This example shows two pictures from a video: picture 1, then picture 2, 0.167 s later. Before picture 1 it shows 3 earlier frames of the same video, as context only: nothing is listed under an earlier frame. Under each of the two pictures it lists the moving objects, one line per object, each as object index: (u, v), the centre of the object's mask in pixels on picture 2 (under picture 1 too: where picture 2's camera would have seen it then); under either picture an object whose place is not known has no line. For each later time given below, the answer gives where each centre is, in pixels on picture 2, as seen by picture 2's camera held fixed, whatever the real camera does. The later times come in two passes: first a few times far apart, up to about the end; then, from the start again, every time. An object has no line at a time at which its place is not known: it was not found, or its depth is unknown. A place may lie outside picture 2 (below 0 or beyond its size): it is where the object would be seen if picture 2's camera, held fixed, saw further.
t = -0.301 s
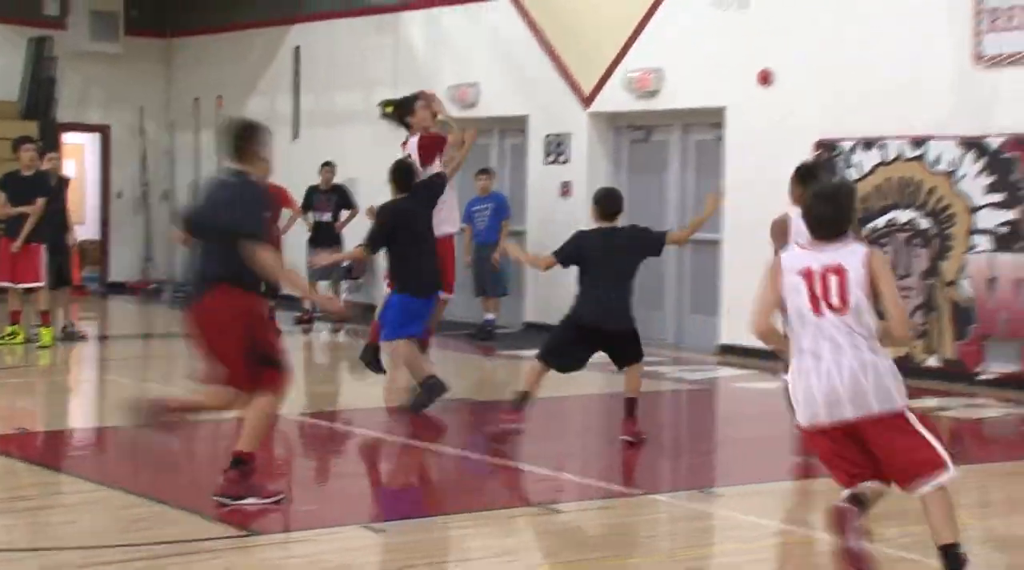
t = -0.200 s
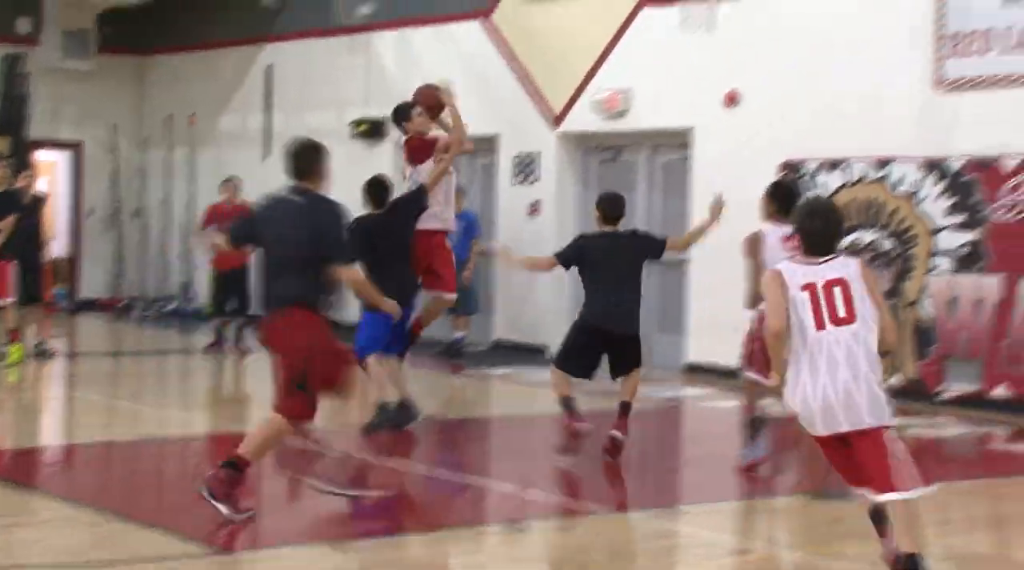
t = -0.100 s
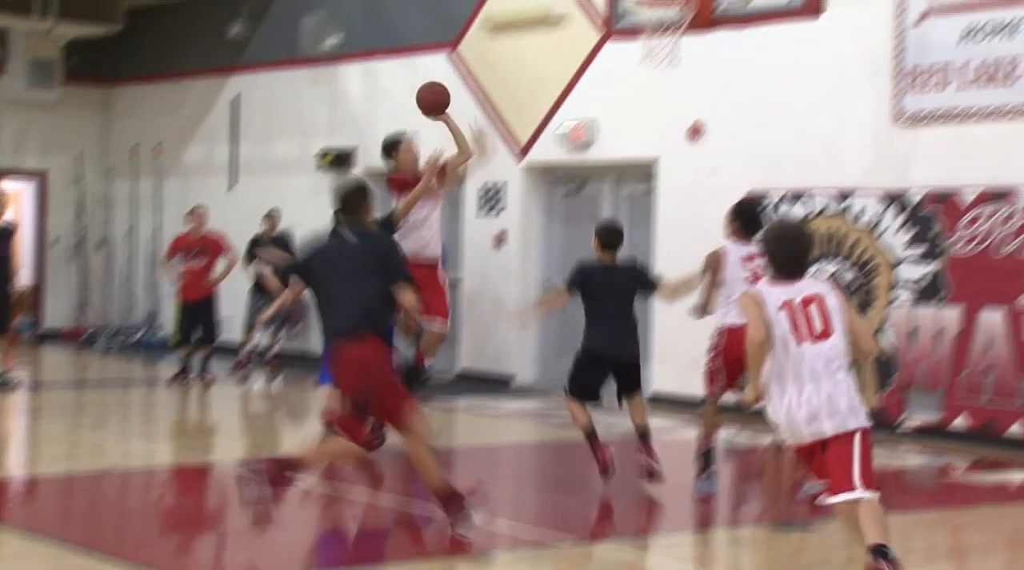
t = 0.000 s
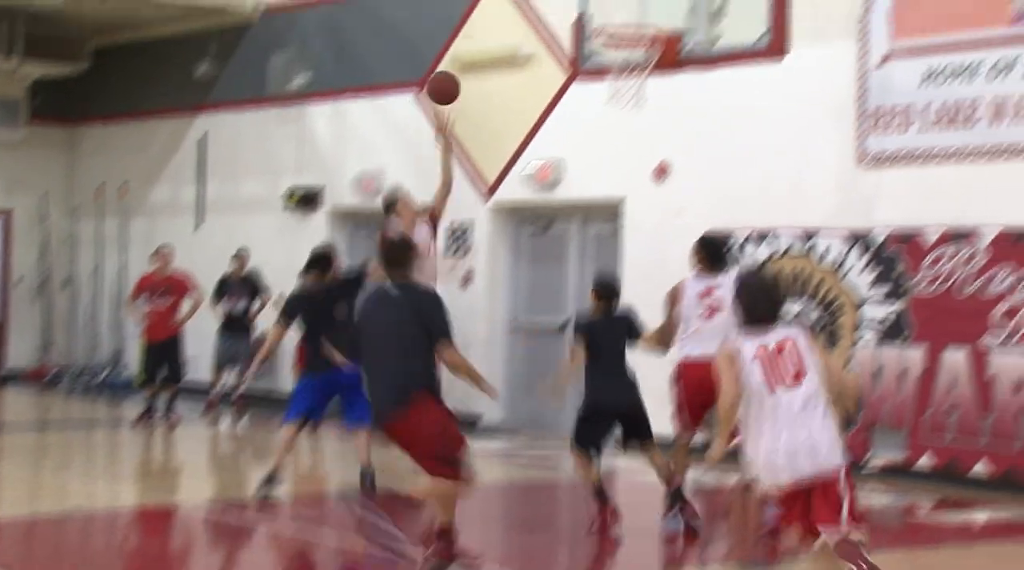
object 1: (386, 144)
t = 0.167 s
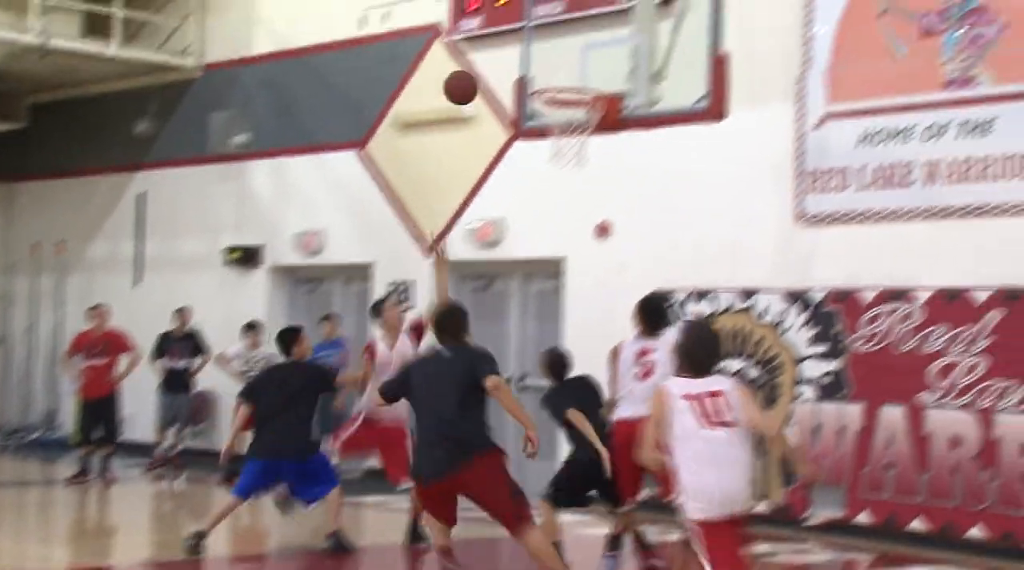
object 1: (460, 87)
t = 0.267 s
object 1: (505, 71)
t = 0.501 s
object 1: (566, 78)
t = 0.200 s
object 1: (475, 81)
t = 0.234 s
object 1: (491, 75)
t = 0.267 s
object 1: (505, 71)
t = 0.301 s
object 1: (520, 70)
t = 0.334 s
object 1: (535, 69)
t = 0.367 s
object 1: (550, 69)
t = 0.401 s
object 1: (565, 72)
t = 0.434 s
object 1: (568, 73)
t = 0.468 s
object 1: (568, 76)
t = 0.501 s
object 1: (566, 78)
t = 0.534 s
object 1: (565, 75)
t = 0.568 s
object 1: (564, 72)
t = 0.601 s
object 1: (563, 68)
